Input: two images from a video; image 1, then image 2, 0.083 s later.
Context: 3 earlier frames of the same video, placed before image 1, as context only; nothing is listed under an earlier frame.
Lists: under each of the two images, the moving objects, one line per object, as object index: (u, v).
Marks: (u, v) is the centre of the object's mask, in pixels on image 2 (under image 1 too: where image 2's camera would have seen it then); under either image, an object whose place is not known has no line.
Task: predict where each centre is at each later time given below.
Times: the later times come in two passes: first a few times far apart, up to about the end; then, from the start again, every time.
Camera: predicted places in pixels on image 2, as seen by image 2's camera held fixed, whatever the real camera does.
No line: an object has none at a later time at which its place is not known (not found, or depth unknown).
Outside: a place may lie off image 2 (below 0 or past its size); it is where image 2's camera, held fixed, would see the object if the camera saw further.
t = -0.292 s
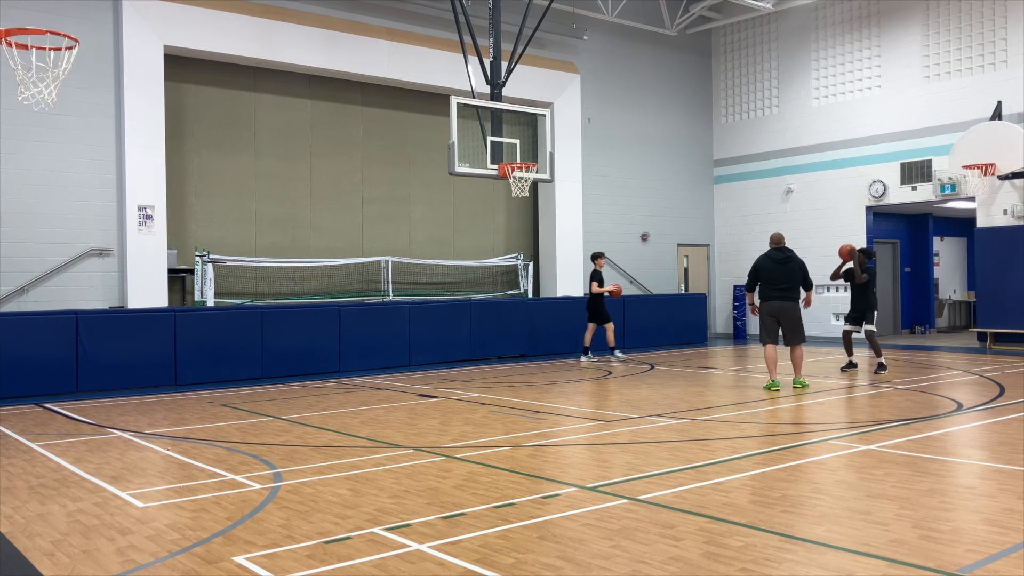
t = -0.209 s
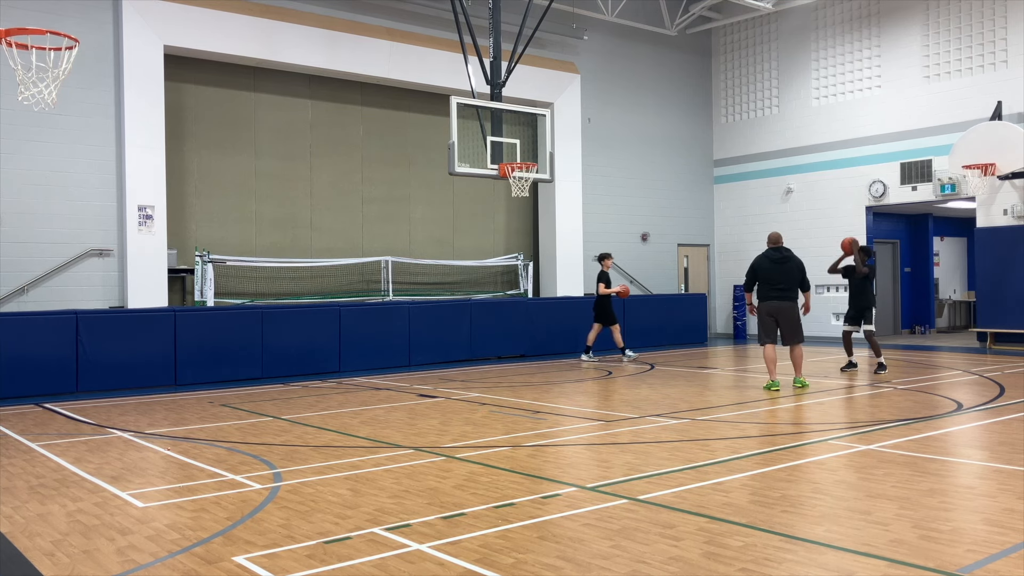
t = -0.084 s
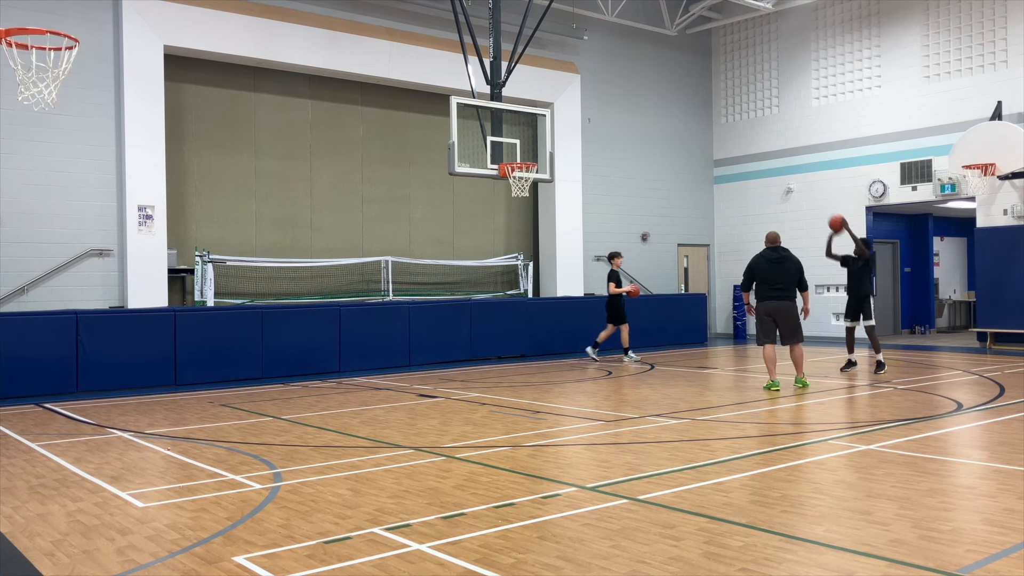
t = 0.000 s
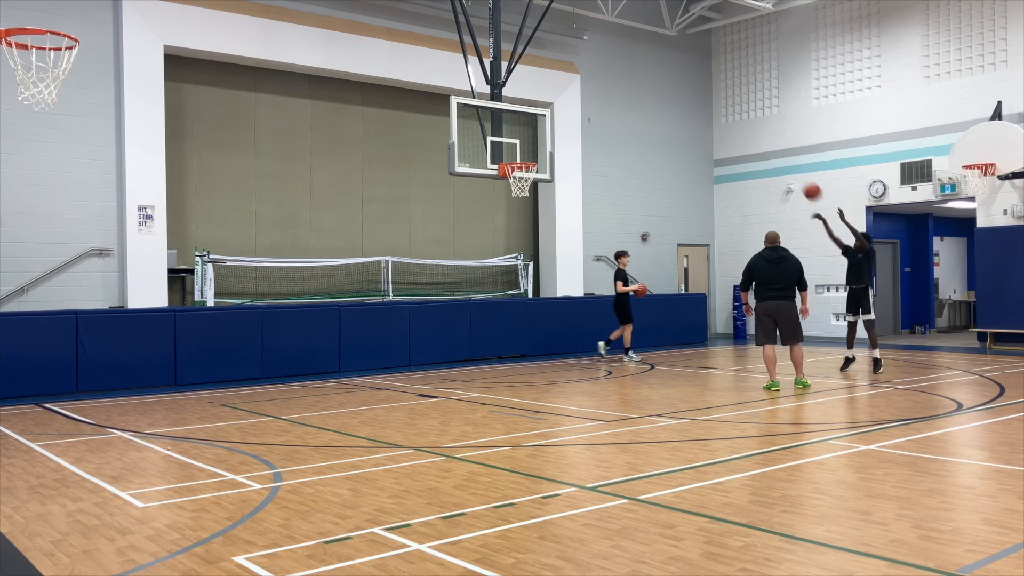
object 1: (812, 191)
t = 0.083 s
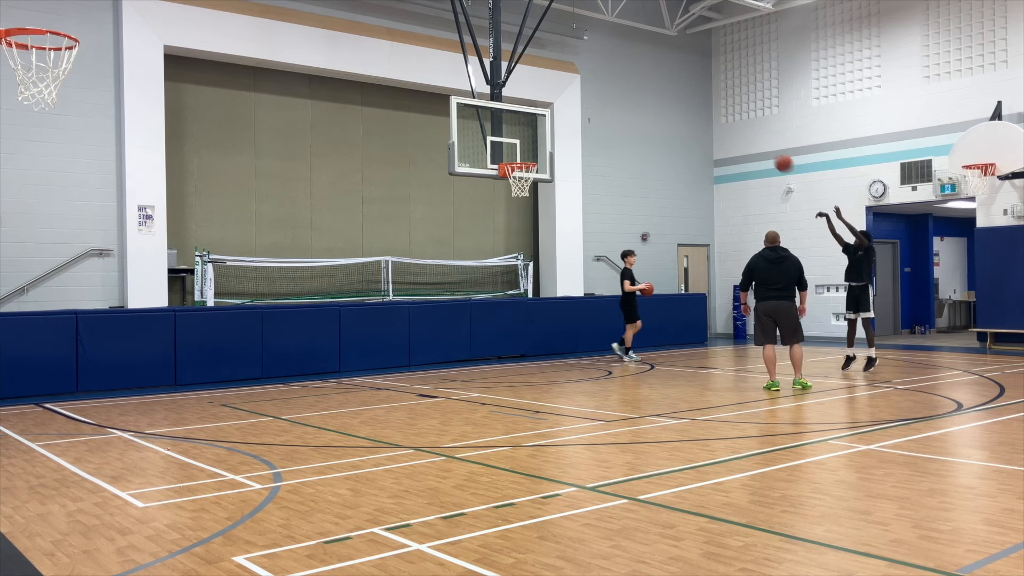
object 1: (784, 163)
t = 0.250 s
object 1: (727, 122)
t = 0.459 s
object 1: (657, 98)
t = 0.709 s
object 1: (585, 110)
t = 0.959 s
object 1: (513, 164)
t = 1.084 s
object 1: (531, 182)
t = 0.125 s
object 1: (767, 149)
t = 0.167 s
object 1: (755, 140)
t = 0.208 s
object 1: (738, 128)
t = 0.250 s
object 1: (727, 122)
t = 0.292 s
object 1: (711, 113)
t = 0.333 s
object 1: (700, 109)
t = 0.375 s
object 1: (684, 103)
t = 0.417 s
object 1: (674, 101)
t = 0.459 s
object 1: (657, 98)
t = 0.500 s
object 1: (647, 98)
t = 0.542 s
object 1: (636, 98)
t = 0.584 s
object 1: (621, 100)
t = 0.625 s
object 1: (611, 102)
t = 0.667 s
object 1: (595, 106)
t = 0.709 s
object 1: (585, 110)
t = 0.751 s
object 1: (569, 118)
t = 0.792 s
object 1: (559, 124)
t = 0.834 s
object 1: (545, 134)
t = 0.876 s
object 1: (535, 142)
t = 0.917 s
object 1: (521, 154)
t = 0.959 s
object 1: (513, 164)
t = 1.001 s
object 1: (521, 173)
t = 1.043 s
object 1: (528, 179)
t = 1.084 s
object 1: (531, 182)
